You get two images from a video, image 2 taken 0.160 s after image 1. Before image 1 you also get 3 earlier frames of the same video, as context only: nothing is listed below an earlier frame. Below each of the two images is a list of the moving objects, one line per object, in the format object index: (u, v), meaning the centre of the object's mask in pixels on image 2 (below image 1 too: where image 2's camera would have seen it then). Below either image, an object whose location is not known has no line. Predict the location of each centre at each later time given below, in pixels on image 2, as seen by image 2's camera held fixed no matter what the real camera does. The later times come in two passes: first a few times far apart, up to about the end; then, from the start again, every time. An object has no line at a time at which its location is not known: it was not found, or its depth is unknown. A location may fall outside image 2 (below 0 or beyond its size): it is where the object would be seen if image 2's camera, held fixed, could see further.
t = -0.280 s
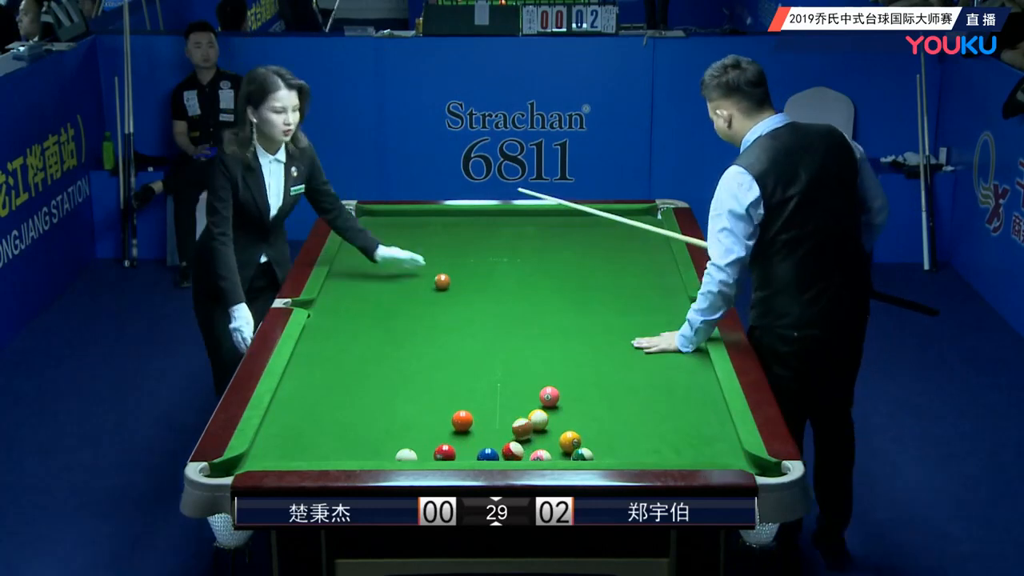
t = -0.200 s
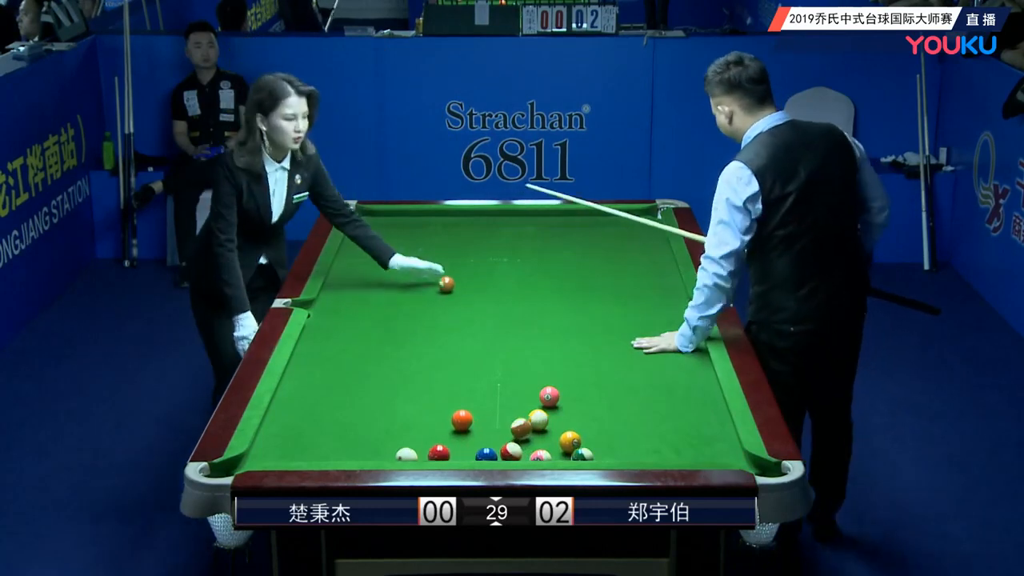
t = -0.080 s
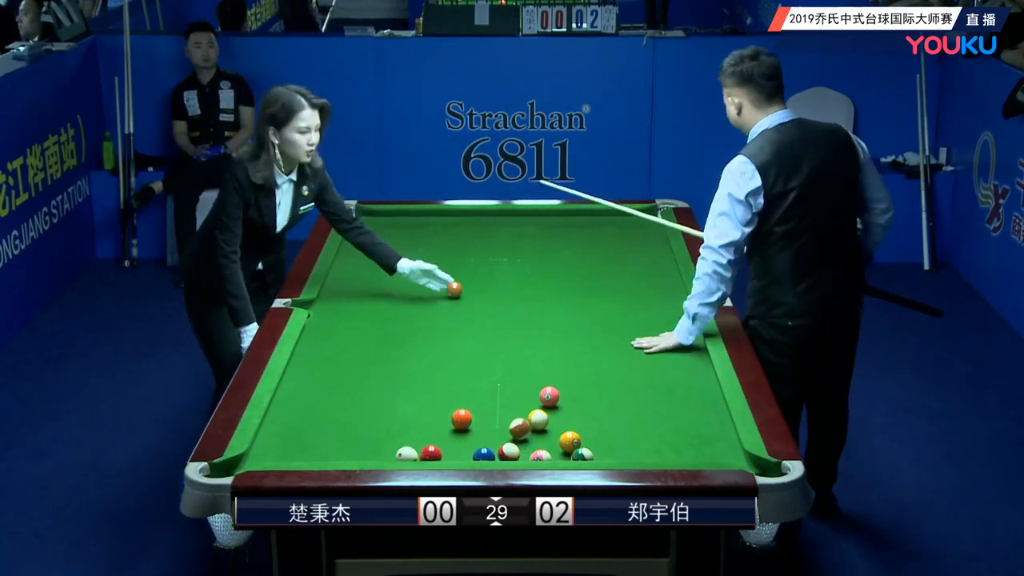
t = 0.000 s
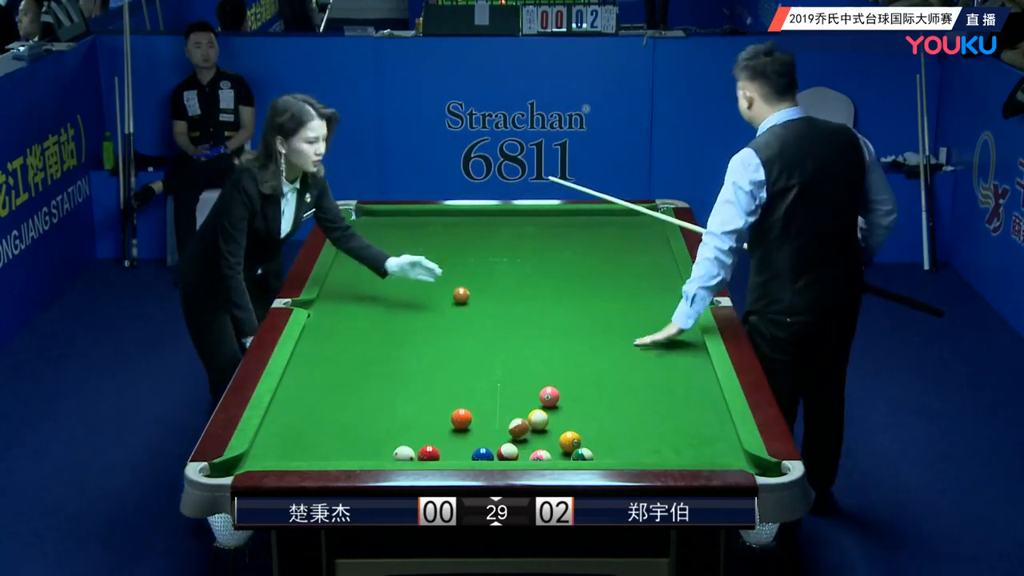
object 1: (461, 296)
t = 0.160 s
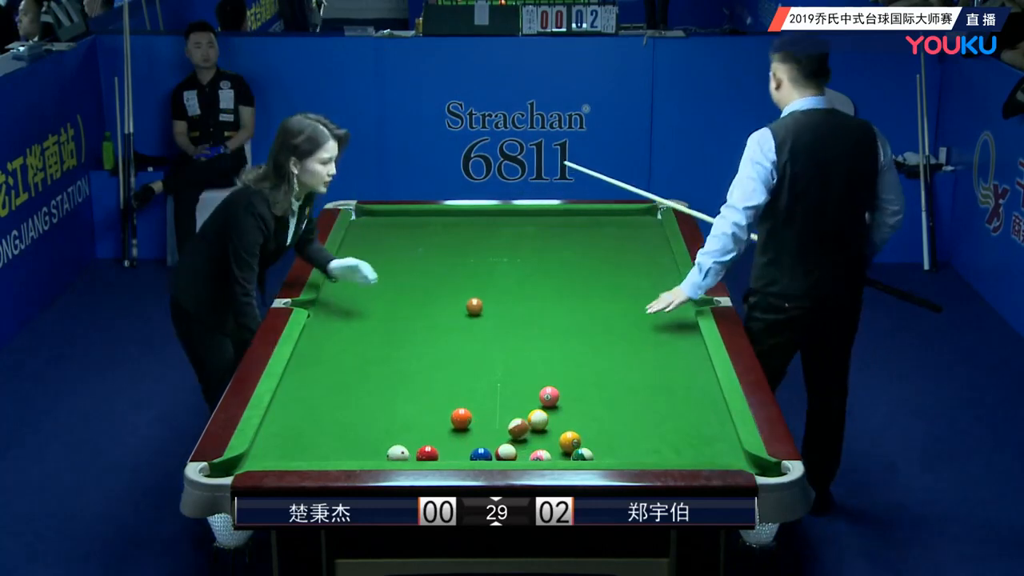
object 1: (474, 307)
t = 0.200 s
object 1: (477, 310)
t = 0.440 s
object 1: (498, 328)
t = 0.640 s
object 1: (516, 343)
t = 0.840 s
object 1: (535, 359)
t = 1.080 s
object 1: (558, 377)
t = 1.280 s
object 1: (578, 394)
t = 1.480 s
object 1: (598, 412)
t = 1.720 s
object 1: (624, 433)
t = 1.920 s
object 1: (645, 449)
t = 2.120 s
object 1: (662, 453)
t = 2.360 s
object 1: (674, 445)
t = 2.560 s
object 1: (682, 435)
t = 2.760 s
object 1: (691, 427)
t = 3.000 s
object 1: (700, 418)
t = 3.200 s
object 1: (706, 411)
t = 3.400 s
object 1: (712, 405)
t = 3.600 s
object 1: (714, 400)
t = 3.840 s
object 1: (708, 396)
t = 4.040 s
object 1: (705, 394)
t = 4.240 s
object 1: (702, 392)
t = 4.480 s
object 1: (701, 390)
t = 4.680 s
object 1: (699, 389)
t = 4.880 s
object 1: (698, 389)
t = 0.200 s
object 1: (477, 310)
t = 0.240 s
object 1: (481, 313)
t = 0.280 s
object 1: (484, 316)
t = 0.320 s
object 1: (488, 319)
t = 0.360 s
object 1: (491, 322)
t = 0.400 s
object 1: (495, 325)
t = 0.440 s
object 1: (498, 328)
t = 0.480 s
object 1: (502, 331)
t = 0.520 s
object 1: (505, 334)
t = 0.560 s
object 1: (509, 337)
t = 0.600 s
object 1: (512, 340)
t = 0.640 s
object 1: (516, 343)
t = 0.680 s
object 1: (520, 346)
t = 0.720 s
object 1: (524, 349)
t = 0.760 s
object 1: (527, 352)
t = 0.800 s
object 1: (531, 356)
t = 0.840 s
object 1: (535, 359)
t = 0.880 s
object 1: (539, 362)
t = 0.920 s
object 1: (542, 365)
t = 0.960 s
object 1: (546, 368)
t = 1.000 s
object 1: (551, 371)
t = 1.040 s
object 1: (554, 374)
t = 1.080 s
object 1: (558, 377)
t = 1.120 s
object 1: (563, 381)
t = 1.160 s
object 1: (566, 384)
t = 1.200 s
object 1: (570, 387)
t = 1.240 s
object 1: (574, 391)
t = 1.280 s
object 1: (578, 394)
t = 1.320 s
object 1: (582, 398)
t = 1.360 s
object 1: (586, 401)
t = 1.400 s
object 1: (590, 404)
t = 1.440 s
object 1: (594, 408)
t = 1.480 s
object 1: (598, 412)
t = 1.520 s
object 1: (603, 415)
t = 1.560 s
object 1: (607, 419)
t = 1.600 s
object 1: (611, 422)
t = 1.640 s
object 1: (615, 425)
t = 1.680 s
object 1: (620, 429)
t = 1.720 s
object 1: (624, 433)
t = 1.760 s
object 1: (628, 436)
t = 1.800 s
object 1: (632, 440)
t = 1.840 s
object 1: (637, 443)
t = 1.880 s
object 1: (641, 447)
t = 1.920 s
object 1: (645, 449)
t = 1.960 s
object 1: (650, 451)
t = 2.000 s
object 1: (654, 453)
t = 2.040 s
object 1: (658, 455)
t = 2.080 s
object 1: (661, 455)
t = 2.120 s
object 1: (662, 453)
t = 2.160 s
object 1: (664, 452)
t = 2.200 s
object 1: (666, 451)
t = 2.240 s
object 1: (668, 450)
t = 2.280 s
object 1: (670, 448)
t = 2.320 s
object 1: (672, 447)
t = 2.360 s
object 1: (674, 445)
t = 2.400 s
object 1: (676, 442)
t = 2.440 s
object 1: (677, 441)
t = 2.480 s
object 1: (679, 439)
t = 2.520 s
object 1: (681, 437)
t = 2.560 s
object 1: (682, 435)
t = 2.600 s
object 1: (684, 433)
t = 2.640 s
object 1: (686, 432)
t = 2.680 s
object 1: (688, 430)
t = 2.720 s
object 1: (689, 429)
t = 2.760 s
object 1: (691, 427)
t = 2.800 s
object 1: (692, 425)
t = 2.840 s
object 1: (694, 424)
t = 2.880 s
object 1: (695, 422)
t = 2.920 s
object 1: (697, 421)
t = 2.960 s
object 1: (698, 419)
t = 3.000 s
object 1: (700, 418)
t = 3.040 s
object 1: (701, 416)
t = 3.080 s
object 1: (702, 415)
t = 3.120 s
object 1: (704, 414)
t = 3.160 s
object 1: (705, 412)
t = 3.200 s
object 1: (706, 411)
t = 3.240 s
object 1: (708, 410)
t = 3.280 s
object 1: (709, 409)
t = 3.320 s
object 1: (710, 408)
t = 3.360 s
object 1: (711, 407)
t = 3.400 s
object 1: (712, 405)
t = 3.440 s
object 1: (713, 404)
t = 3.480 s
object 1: (714, 403)
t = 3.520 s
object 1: (715, 402)
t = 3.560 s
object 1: (714, 401)
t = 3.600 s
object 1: (714, 400)
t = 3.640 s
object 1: (713, 400)
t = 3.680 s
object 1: (712, 399)
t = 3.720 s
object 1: (711, 398)
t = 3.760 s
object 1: (710, 398)
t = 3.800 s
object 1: (709, 397)
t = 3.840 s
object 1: (708, 396)
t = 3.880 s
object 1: (707, 396)
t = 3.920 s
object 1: (707, 395)
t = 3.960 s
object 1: (706, 395)
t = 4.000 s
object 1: (705, 394)
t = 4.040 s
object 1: (705, 394)
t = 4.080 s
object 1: (704, 393)
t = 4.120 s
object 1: (704, 393)
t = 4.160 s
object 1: (704, 393)
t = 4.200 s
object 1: (703, 392)
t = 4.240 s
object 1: (702, 392)
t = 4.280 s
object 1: (702, 391)
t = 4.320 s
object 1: (702, 391)
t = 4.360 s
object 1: (702, 391)
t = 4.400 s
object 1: (701, 390)
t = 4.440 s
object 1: (701, 390)
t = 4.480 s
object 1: (701, 390)
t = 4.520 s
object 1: (700, 389)
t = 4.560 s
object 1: (700, 389)
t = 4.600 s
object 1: (700, 389)
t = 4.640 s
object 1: (699, 389)
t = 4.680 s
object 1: (699, 389)
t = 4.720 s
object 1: (699, 389)
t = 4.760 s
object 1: (699, 389)
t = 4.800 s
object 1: (698, 389)
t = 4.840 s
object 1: (698, 389)
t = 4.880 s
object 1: (698, 389)
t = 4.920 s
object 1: (698, 389)
